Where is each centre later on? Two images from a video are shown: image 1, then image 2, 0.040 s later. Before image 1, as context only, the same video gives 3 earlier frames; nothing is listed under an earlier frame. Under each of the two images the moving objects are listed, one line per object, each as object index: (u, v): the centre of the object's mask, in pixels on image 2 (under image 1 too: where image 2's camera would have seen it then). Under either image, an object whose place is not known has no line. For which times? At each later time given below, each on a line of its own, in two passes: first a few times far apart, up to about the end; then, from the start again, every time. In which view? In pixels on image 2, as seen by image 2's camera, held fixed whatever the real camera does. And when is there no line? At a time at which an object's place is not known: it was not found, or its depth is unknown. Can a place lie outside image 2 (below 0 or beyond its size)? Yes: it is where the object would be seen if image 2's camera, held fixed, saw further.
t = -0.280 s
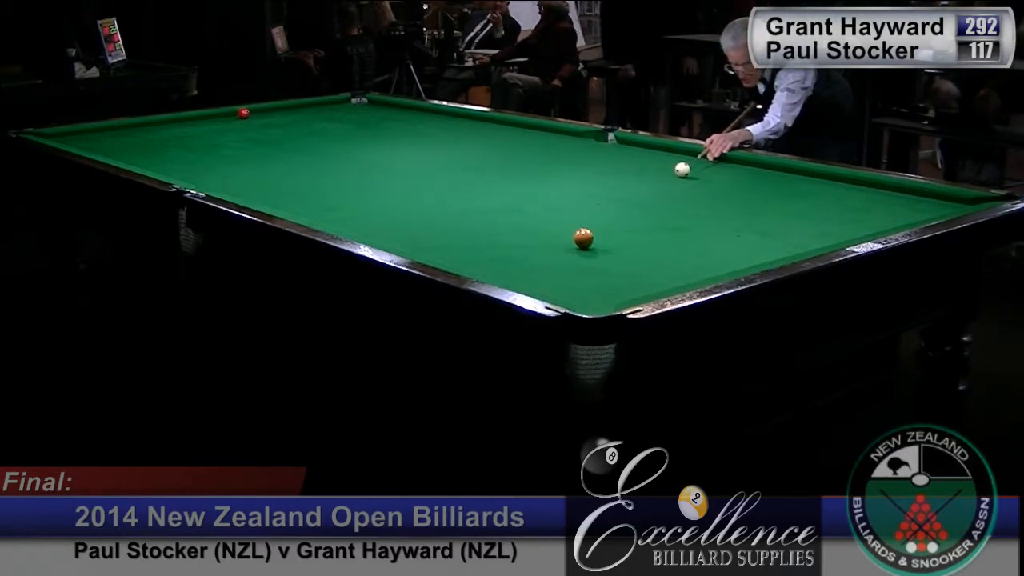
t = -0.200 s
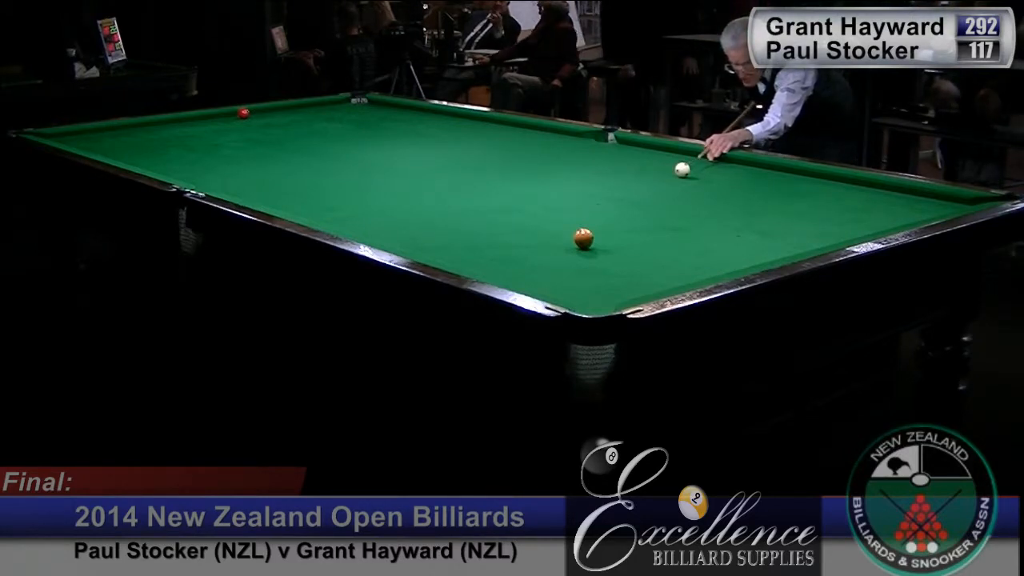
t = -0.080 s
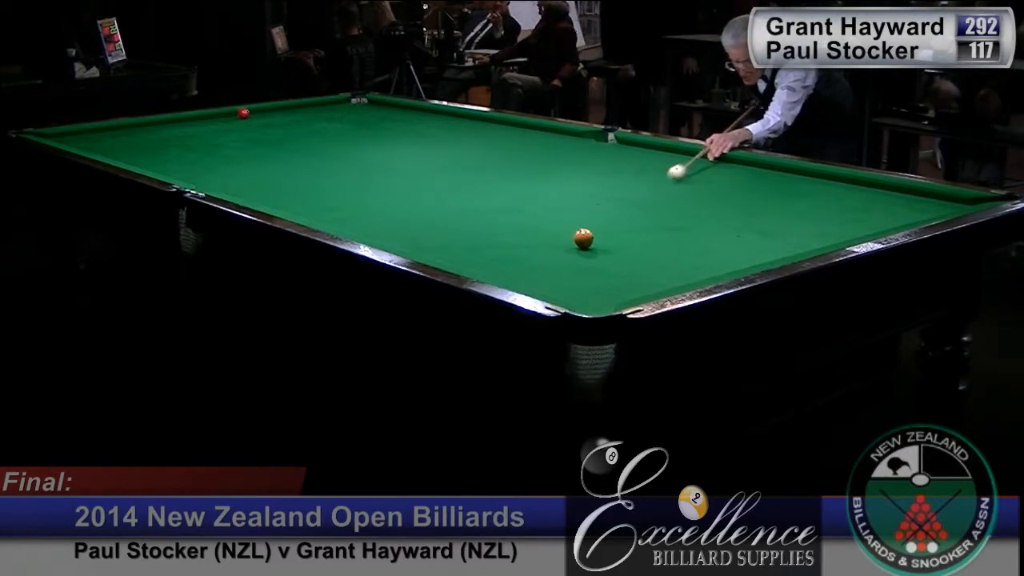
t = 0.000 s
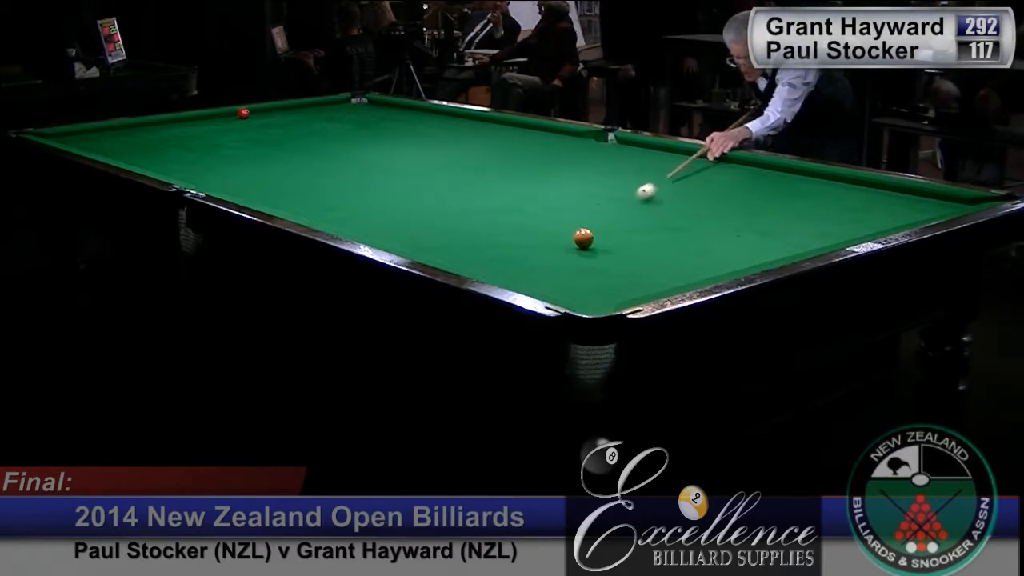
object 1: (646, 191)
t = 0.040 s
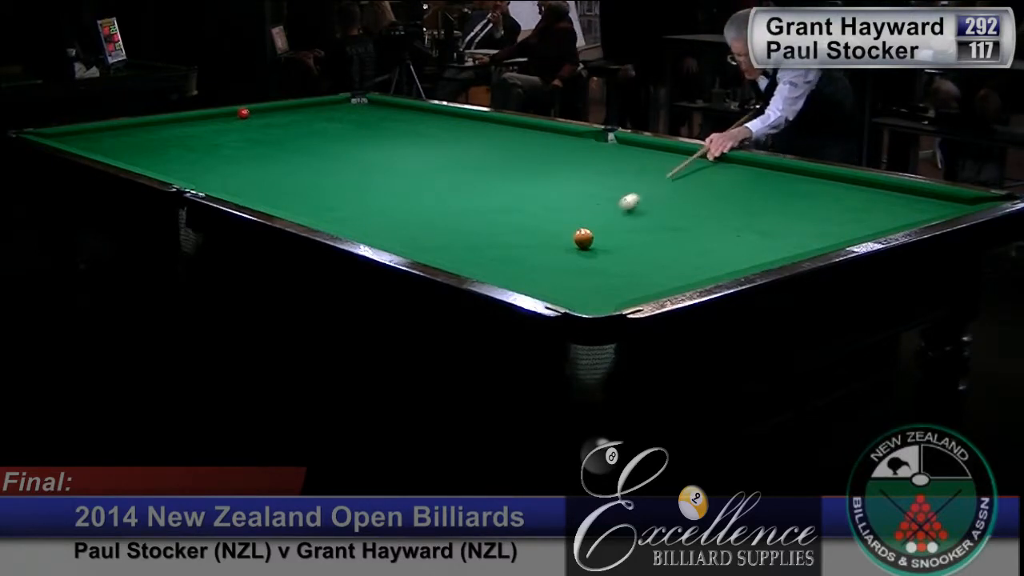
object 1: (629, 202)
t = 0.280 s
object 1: (506, 235)
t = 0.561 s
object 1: (387, 236)
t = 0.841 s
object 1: (375, 222)
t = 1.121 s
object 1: (378, 204)
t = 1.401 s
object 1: (381, 189)
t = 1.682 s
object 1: (382, 175)
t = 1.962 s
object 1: (384, 165)
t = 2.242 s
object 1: (386, 155)
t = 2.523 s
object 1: (387, 146)
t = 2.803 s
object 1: (387, 138)
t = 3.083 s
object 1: (388, 132)
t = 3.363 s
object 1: (389, 125)
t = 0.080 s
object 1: (612, 213)
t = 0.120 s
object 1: (594, 224)
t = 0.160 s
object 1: (571, 233)
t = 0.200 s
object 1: (548, 234)
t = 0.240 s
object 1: (527, 234)
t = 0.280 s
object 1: (506, 235)
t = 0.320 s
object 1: (488, 236)
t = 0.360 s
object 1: (470, 237)
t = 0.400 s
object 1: (453, 238)
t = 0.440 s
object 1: (436, 238)
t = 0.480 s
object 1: (420, 239)
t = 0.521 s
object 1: (403, 238)
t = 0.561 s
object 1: (387, 236)
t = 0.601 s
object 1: (372, 235)
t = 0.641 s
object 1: (372, 233)
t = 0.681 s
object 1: (373, 232)
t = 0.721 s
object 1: (374, 230)
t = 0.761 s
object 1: (374, 227)
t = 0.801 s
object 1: (375, 224)
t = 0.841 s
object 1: (375, 222)
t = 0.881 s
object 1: (375, 219)
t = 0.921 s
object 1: (376, 216)
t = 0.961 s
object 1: (376, 214)
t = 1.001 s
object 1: (377, 211)
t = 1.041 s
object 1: (377, 209)
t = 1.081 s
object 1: (378, 206)
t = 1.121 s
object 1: (378, 204)
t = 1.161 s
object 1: (378, 201)
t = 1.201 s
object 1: (379, 199)
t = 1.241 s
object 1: (379, 197)
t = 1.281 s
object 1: (379, 195)
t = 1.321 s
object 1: (380, 193)
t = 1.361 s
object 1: (380, 191)
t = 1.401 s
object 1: (381, 189)
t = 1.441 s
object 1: (381, 186)
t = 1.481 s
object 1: (381, 185)
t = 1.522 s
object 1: (381, 183)
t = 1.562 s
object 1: (382, 181)
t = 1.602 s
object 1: (382, 179)
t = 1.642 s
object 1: (382, 177)
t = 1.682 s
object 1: (382, 175)
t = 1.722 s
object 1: (383, 174)
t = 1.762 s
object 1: (383, 172)
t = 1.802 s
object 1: (383, 171)
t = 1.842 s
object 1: (383, 169)
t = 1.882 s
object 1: (384, 167)
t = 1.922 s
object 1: (384, 166)
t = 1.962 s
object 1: (384, 165)
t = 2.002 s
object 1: (384, 163)
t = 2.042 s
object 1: (385, 161)
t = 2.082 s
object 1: (385, 160)
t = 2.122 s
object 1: (385, 159)
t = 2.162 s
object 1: (385, 157)
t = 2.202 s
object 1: (385, 156)
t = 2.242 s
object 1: (386, 155)
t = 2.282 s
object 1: (386, 153)
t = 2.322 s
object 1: (386, 152)
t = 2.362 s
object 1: (386, 150)
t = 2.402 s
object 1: (386, 150)
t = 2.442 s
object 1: (386, 148)
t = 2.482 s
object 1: (386, 147)
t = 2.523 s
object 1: (387, 146)
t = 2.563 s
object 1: (387, 145)
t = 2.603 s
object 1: (387, 144)
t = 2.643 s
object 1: (387, 142)
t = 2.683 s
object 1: (387, 142)
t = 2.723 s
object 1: (387, 140)
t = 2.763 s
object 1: (387, 139)
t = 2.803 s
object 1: (387, 138)
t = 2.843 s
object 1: (388, 137)
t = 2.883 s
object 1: (388, 136)
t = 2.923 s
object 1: (388, 135)
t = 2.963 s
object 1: (388, 134)
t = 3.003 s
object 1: (388, 133)
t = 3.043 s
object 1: (388, 132)
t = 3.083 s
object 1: (388, 132)
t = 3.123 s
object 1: (388, 131)
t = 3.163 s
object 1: (388, 130)
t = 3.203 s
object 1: (388, 129)
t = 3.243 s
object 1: (388, 128)
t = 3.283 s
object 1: (388, 127)
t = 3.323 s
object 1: (388, 126)
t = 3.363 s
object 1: (389, 125)
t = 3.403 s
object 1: (389, 125)
